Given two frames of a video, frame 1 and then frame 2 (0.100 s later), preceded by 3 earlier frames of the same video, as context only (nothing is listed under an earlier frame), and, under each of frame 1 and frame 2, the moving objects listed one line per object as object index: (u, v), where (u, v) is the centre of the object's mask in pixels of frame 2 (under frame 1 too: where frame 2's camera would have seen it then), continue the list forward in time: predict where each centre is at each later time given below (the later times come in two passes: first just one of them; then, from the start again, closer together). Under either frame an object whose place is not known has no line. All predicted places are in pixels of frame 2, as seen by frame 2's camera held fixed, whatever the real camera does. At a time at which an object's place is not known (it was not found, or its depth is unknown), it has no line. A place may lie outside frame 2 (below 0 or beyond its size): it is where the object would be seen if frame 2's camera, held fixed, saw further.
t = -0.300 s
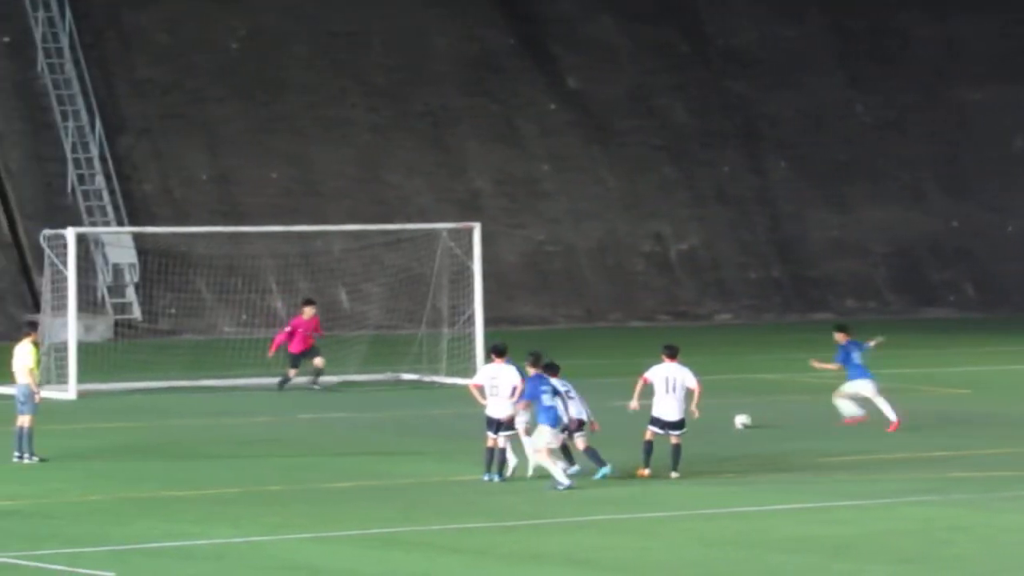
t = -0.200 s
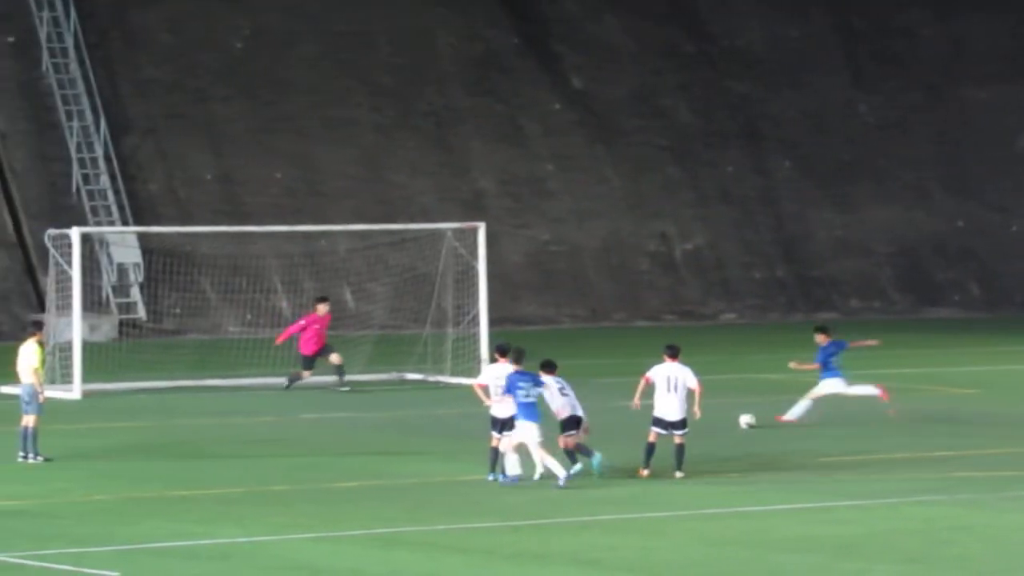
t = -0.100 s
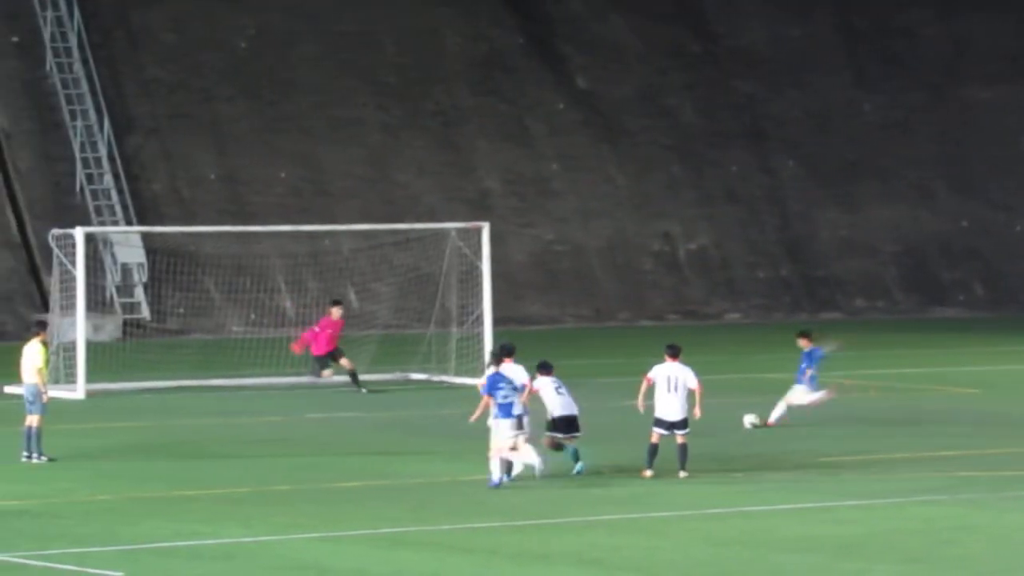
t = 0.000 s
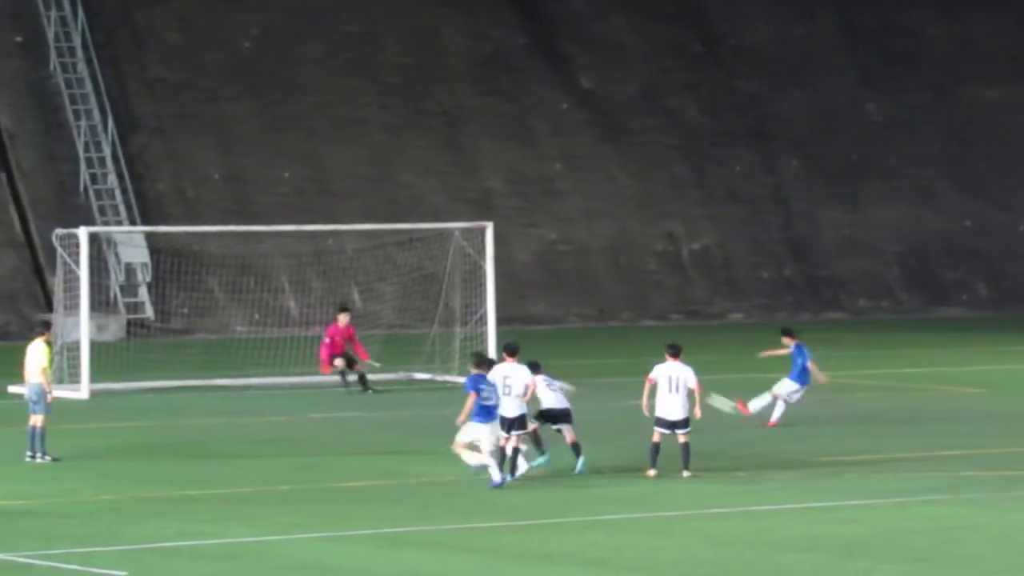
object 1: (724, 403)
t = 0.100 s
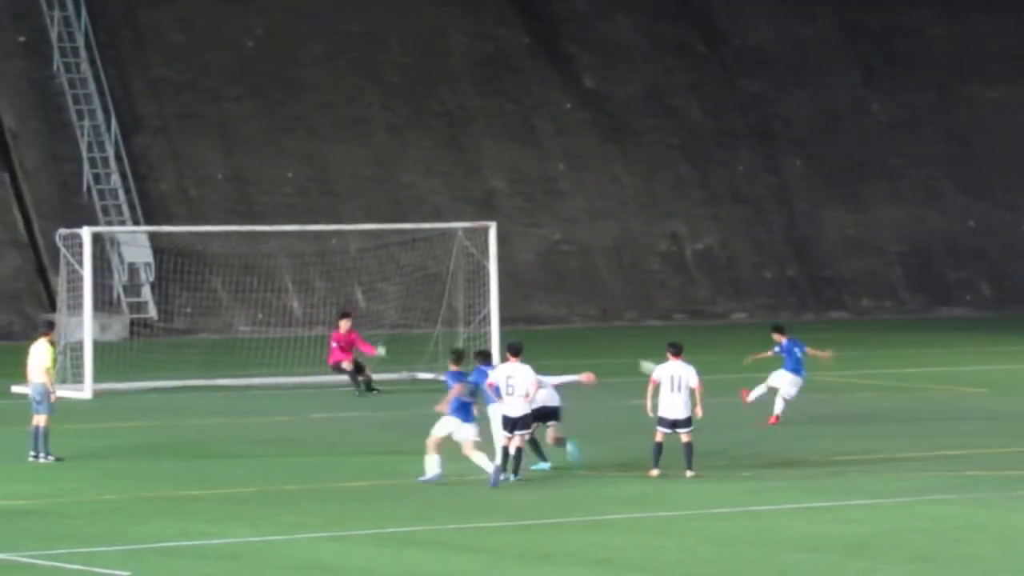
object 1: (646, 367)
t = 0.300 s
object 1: (536, 328)
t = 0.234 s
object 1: (571, 338)
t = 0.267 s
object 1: (553, 333)
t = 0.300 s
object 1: (536, 328)
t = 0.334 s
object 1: (520, 325)
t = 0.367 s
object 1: (507, 322)
